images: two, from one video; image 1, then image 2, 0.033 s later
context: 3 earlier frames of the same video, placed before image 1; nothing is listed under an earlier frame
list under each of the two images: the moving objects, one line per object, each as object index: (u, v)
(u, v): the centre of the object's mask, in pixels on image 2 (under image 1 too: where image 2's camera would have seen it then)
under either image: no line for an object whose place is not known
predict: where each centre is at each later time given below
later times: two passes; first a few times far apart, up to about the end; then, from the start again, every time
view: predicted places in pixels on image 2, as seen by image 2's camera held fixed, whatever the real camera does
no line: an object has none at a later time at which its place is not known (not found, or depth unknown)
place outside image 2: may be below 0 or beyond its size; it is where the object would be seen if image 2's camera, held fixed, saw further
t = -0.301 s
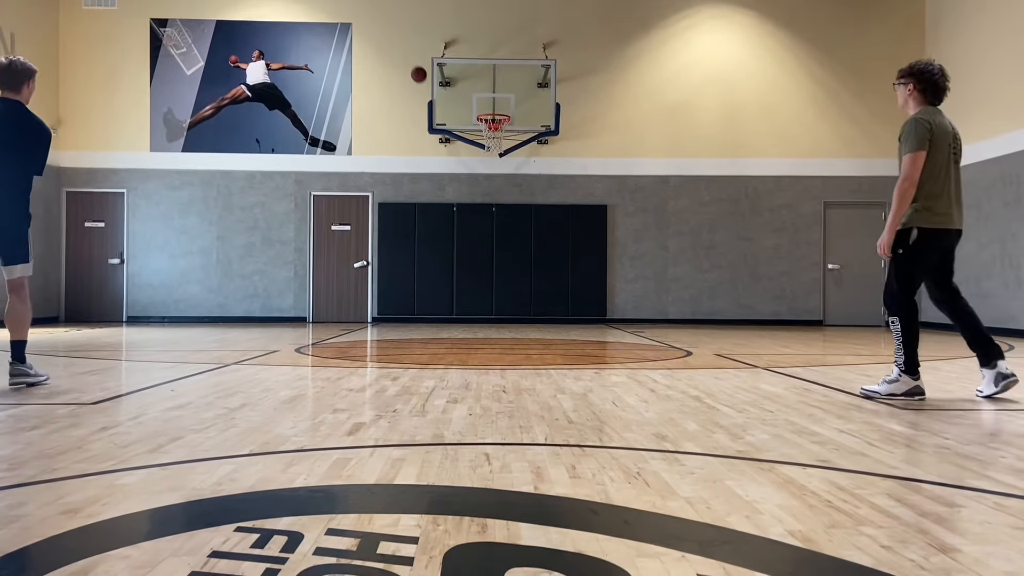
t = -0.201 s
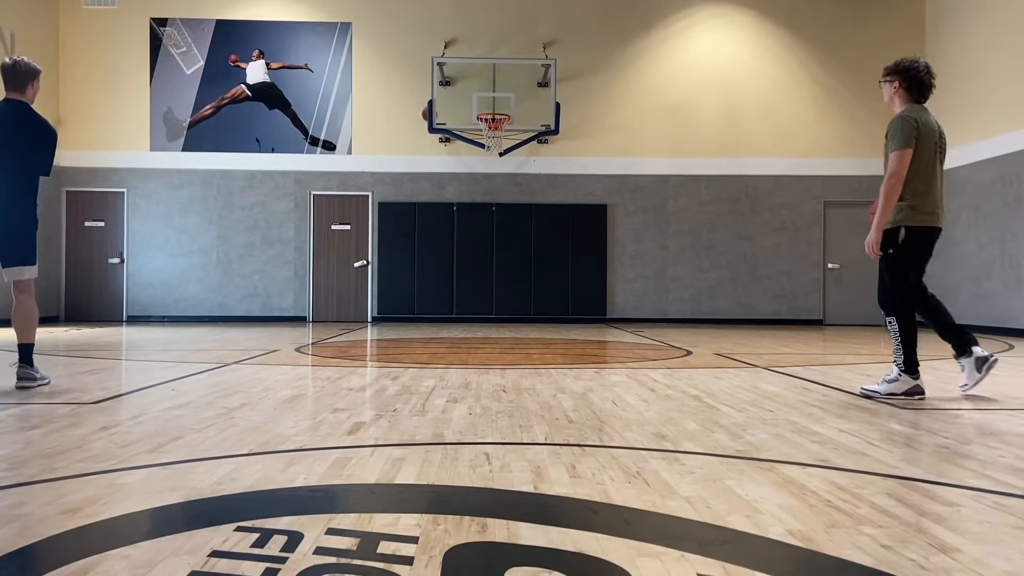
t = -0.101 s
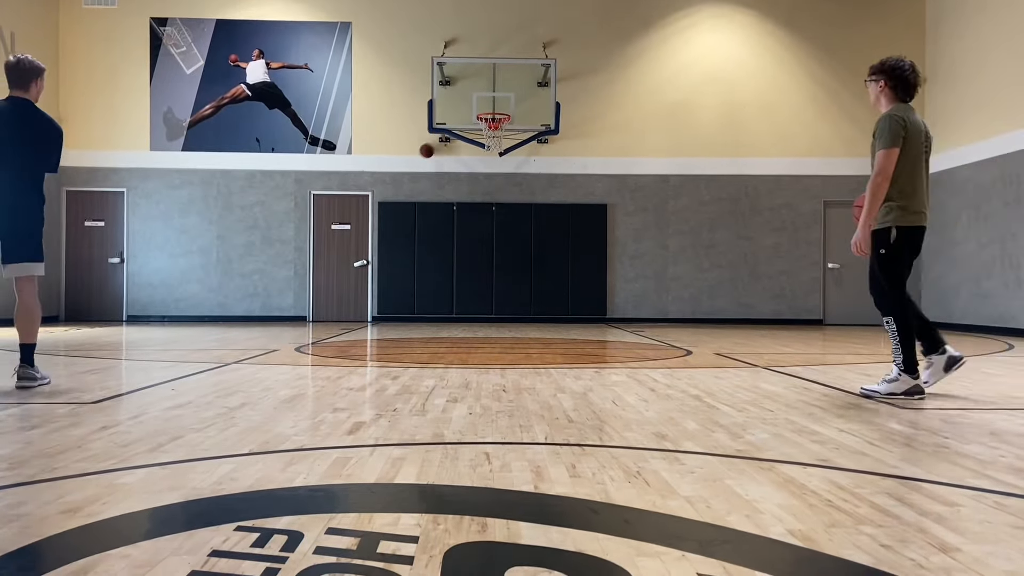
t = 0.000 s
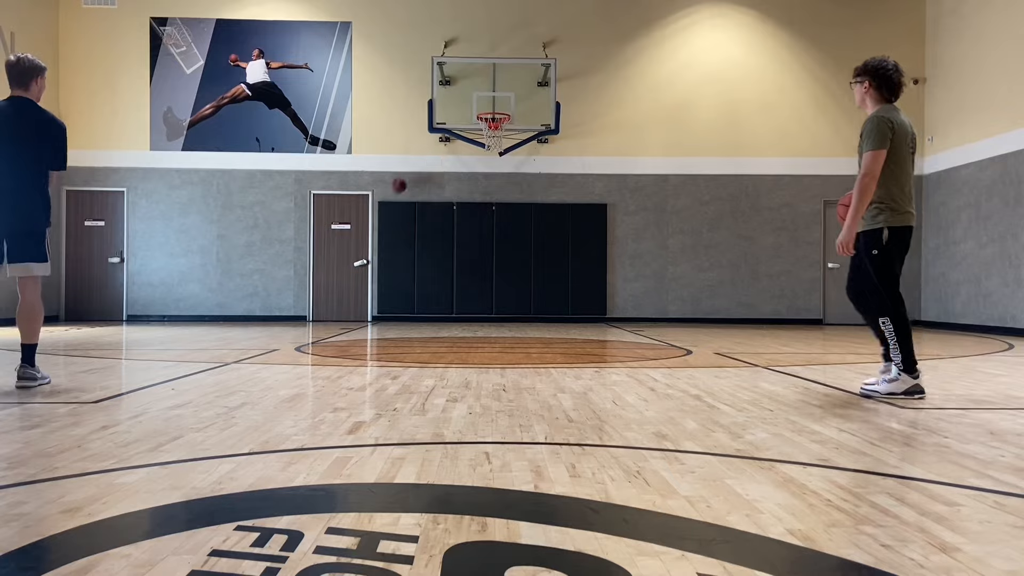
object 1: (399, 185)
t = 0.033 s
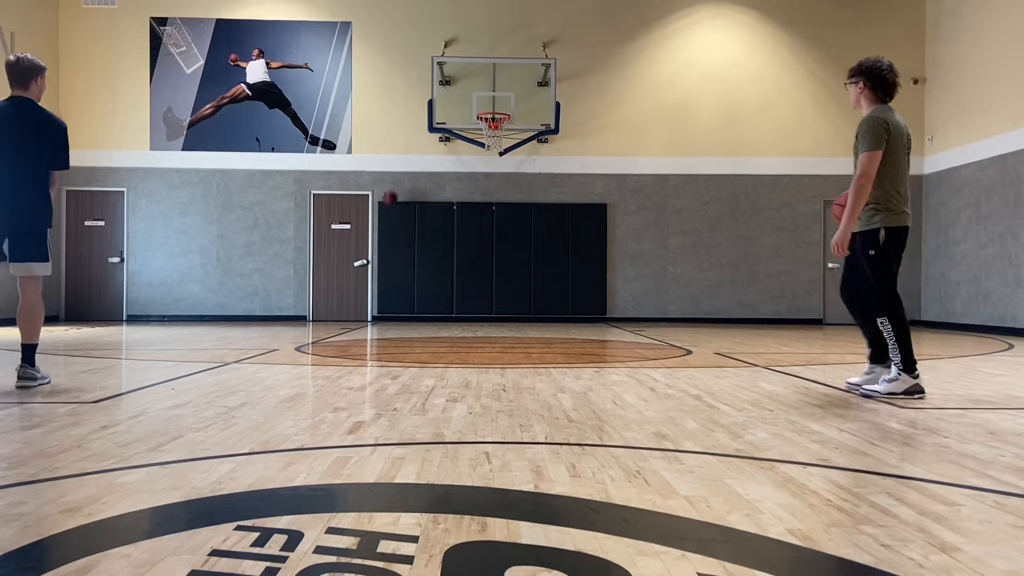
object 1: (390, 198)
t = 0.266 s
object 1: (325, 310)
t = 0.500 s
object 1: (274, 251)
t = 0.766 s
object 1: (211, 209)
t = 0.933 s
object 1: (169, 206)
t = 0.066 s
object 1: (382, 212)
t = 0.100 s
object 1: (372, 227)
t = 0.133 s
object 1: (364, 241)
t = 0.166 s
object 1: (355, 257)
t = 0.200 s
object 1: (346, 274)
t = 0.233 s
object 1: (337, 291)
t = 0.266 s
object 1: (325, 310)
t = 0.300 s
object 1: (319, 311)
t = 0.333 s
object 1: (311, 299)
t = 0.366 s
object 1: (303, 288)
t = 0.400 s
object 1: (297, 278)
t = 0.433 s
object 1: (289, 268)
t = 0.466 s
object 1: (281, 259)
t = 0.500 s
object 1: (274, 251)
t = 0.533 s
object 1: (267, 243)
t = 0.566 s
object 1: (259, 236)
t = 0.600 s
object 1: (251, 230)
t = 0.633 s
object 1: (243, 224)
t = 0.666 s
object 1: (236, 219)
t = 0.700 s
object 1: (228, 215)
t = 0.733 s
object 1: (219, 212)
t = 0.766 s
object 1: (211, 209)
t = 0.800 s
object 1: (203, 207)
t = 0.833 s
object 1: (195, 206)
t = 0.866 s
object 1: (187, 205)
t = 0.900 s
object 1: (178, 205)
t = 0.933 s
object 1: (169, 206)
